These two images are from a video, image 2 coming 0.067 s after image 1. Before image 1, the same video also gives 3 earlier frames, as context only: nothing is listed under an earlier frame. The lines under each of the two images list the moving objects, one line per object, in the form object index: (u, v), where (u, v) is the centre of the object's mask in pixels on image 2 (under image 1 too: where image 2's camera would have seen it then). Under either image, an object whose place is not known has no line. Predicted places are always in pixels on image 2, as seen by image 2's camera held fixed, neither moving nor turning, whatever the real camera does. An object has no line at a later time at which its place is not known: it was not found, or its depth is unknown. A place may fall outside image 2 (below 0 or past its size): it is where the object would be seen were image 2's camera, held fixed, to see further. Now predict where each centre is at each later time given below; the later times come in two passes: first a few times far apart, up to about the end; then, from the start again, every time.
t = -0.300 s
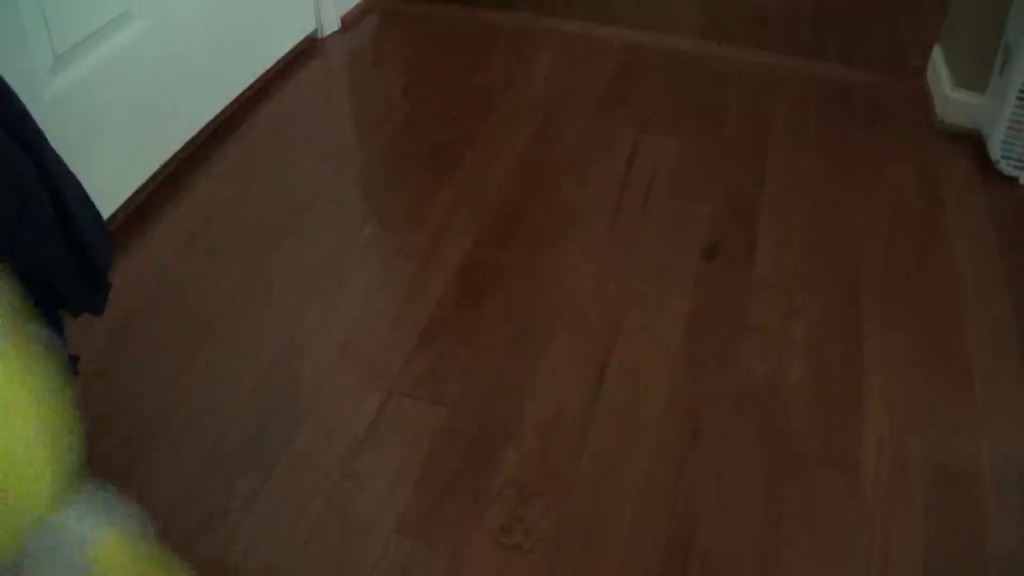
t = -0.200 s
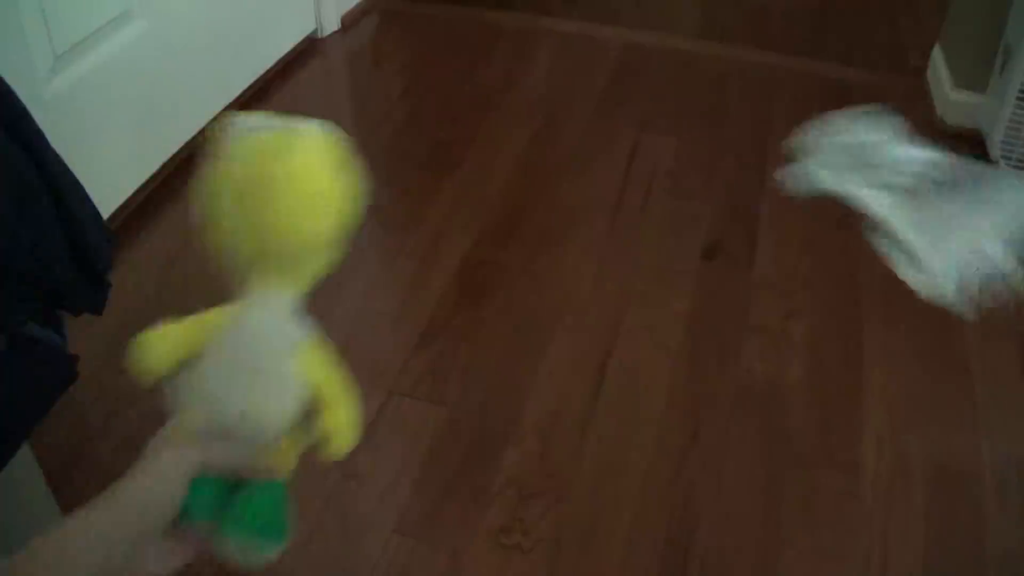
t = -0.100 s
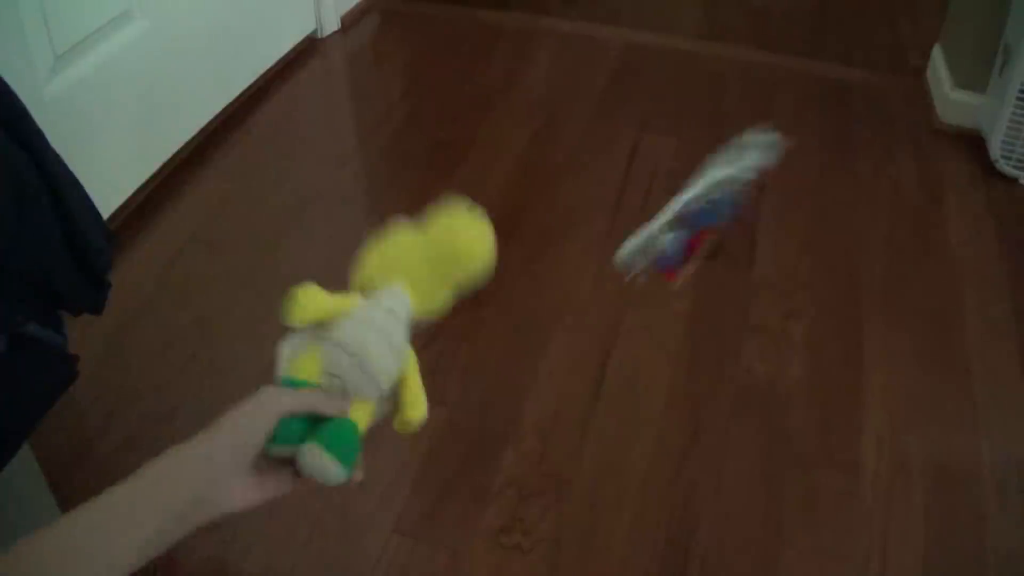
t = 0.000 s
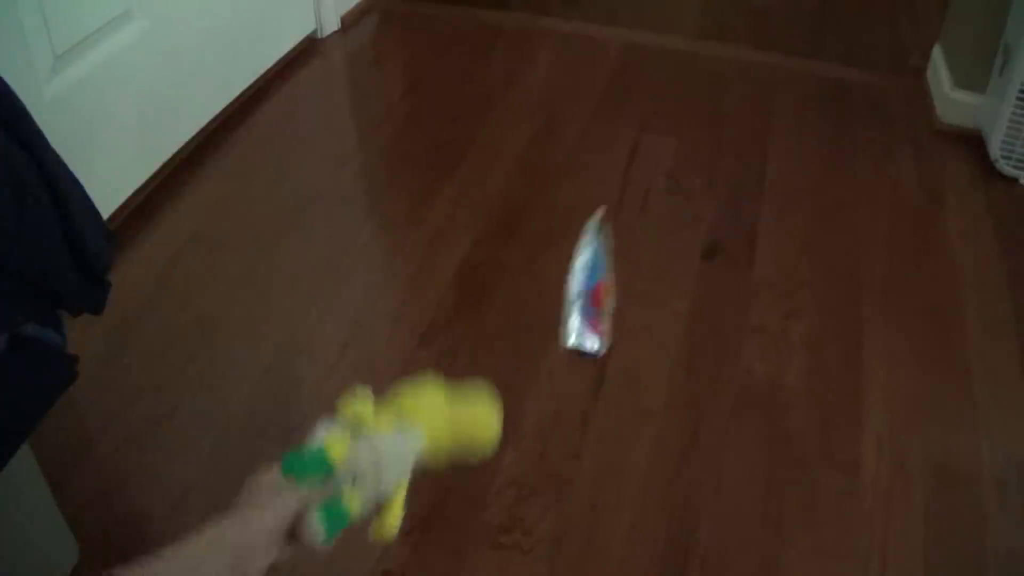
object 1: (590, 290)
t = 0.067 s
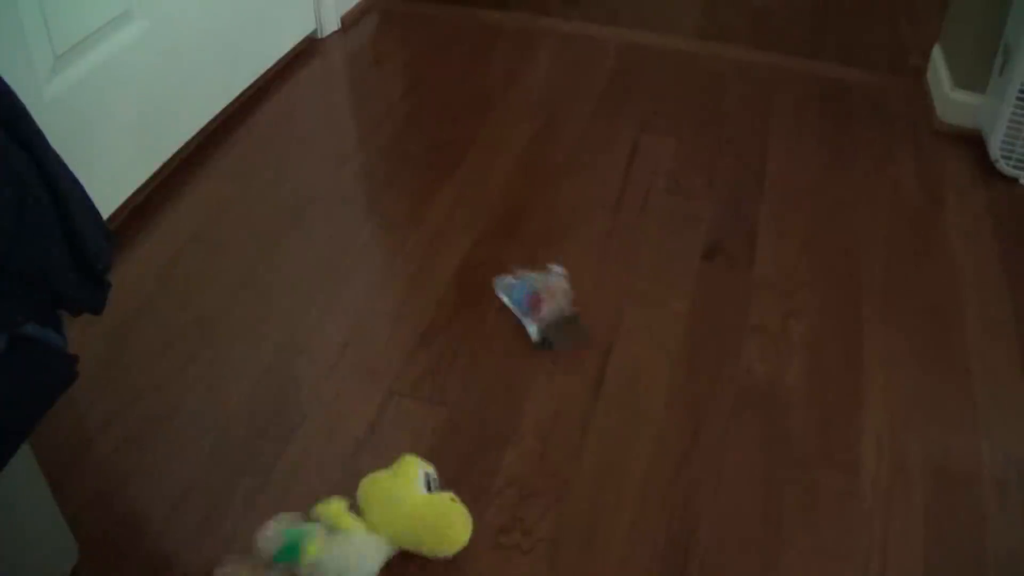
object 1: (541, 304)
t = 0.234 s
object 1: (458, 214)
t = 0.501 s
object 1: (396, 140)
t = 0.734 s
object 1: (379, 121)
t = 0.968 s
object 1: (378, 120)
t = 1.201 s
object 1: (378, 120)
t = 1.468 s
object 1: (378, 120)
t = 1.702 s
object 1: (379, 120)
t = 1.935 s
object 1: (379, 120)
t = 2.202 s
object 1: (378, 120)
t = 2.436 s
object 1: (378, 120)
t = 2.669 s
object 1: (378, 120)
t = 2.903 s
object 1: (378, 120)
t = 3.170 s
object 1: (378, 120)
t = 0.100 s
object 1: (521, 281)
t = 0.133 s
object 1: (501, 262)
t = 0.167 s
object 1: (486, 245)
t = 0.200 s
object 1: (472, 229)
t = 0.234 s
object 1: (458, 214)
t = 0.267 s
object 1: (447, 201)
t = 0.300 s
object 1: (437, 189)
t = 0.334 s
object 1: (428, 178)
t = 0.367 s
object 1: (420, 168)
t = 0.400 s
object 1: (412, 159)
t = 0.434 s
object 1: (406, 152)
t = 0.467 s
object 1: (400, 145)
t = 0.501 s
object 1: (396, 140)
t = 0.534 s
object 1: (391, 135)
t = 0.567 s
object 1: (388, 131)
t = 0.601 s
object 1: (384, 128)
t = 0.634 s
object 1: (383, 125)
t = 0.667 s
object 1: (381, 123)
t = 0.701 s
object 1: (380, 121)
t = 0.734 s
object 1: (379, 121)
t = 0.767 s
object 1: (379, 120)
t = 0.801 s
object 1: (379, 120)
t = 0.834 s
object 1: (378, 120)
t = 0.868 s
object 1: (378, 120)
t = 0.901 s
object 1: (378, 120)
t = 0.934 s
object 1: (378, 120)
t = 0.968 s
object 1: (378, 120)
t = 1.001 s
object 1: (378, 120)
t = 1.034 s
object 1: (378, 120)
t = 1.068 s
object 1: (378, 120)
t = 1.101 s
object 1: (378, 120)
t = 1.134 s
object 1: (378, 120)
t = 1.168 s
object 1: (378, 120)
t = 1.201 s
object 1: (378, 120)
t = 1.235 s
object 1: (378, 120)
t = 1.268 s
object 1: (378, 120)
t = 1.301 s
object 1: (378, 120)
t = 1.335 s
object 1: (378, 120)
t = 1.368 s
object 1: (378, 120)
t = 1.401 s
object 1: (378, 120)
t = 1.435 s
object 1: (379, 120)
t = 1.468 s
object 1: (378, 120)
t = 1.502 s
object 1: (378, 120)
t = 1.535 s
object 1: (378, 120)
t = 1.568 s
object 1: (379, 120)
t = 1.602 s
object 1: (379, 120)
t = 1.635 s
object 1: (379, 120)
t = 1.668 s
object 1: (379, 120)
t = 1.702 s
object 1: (379, 120)
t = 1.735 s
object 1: (378, 120)
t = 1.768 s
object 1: (378, 120)
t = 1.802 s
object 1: (378, 120)
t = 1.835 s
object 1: (378, 120)
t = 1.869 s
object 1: (378, 120)
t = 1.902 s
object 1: (378, 120)
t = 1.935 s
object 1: (379, 120)
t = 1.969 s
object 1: (379, 120)
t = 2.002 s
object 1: (378, 120)
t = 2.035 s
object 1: (378, 120)
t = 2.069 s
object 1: (378, 120)
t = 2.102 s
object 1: (378, 120)
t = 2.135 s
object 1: (378, 120)
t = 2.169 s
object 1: (378, 120)
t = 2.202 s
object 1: (378, 120)
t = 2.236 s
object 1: (378, 120)
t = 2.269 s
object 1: (378, 120)
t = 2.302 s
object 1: (378, 120)
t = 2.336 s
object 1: (378, 120)
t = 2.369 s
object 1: (378, 120)
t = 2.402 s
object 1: (378, 120)
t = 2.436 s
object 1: (378, 120)
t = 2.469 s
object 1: (378, 120)
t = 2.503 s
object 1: (379, 120)
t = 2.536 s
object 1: (378, 120)
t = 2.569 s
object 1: (378, 120)
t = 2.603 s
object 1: (378, 120)
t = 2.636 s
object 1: (378, 120)
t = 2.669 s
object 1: (378, 120)
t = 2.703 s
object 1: (378, 120)
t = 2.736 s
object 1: (378, 120)
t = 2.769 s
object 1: (378, 120)
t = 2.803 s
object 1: (378, 120)
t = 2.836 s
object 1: (378, 120)
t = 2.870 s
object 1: (378, 120)
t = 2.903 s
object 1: (378, 120)
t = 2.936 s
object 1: (378, 120)
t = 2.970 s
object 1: (378, 120)
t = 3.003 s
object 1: (378, 120)
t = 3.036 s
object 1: (378, 120)
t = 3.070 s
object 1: (378, 120)
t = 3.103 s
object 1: (378, 120)
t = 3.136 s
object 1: (378, 120)
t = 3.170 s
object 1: (378, 120)
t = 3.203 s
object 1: (378, 120)
